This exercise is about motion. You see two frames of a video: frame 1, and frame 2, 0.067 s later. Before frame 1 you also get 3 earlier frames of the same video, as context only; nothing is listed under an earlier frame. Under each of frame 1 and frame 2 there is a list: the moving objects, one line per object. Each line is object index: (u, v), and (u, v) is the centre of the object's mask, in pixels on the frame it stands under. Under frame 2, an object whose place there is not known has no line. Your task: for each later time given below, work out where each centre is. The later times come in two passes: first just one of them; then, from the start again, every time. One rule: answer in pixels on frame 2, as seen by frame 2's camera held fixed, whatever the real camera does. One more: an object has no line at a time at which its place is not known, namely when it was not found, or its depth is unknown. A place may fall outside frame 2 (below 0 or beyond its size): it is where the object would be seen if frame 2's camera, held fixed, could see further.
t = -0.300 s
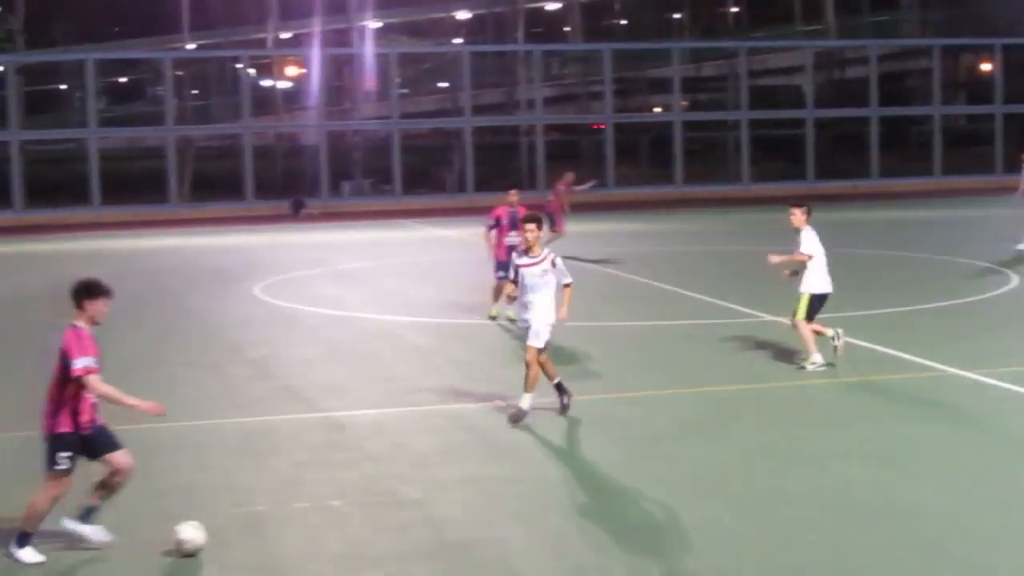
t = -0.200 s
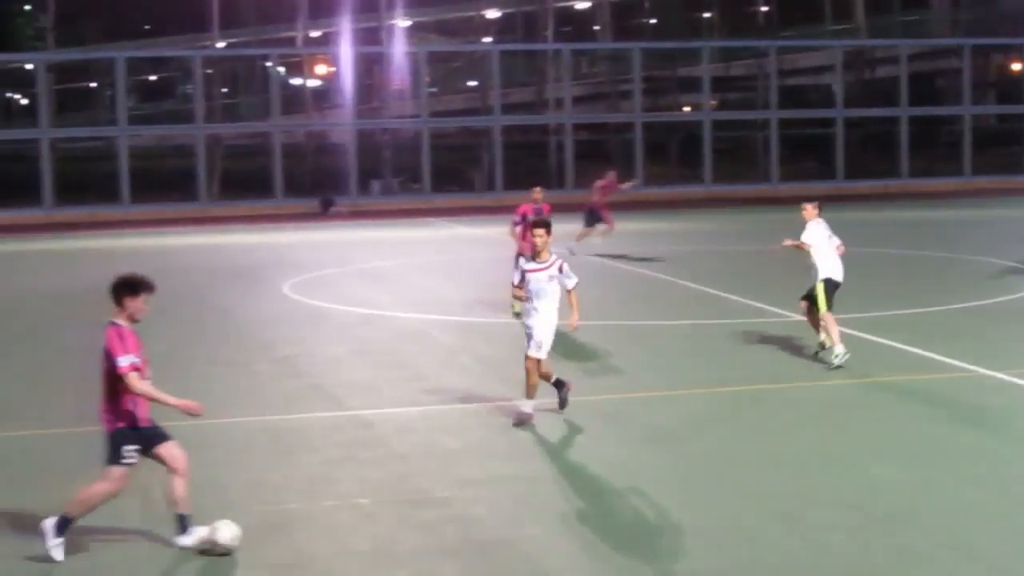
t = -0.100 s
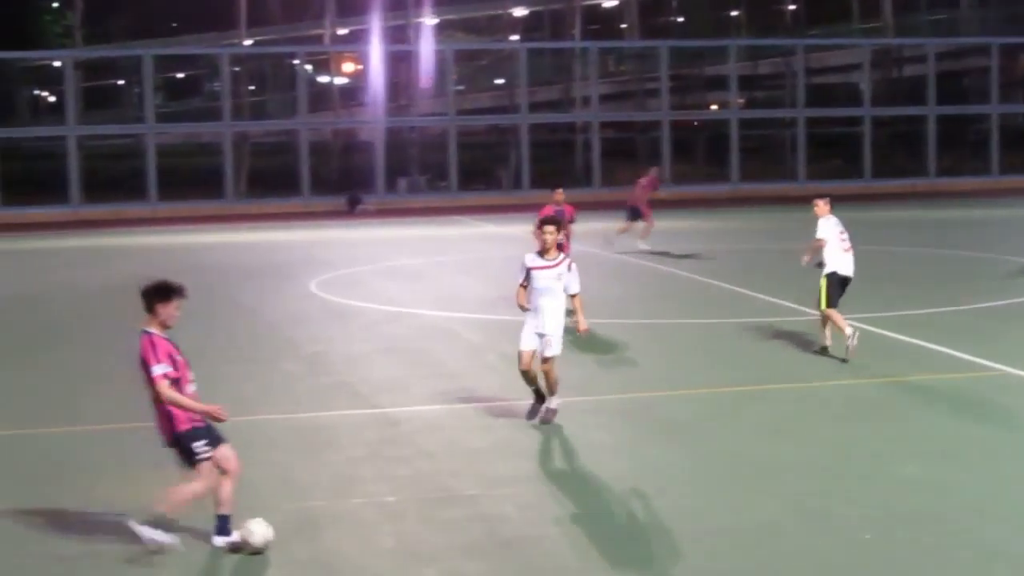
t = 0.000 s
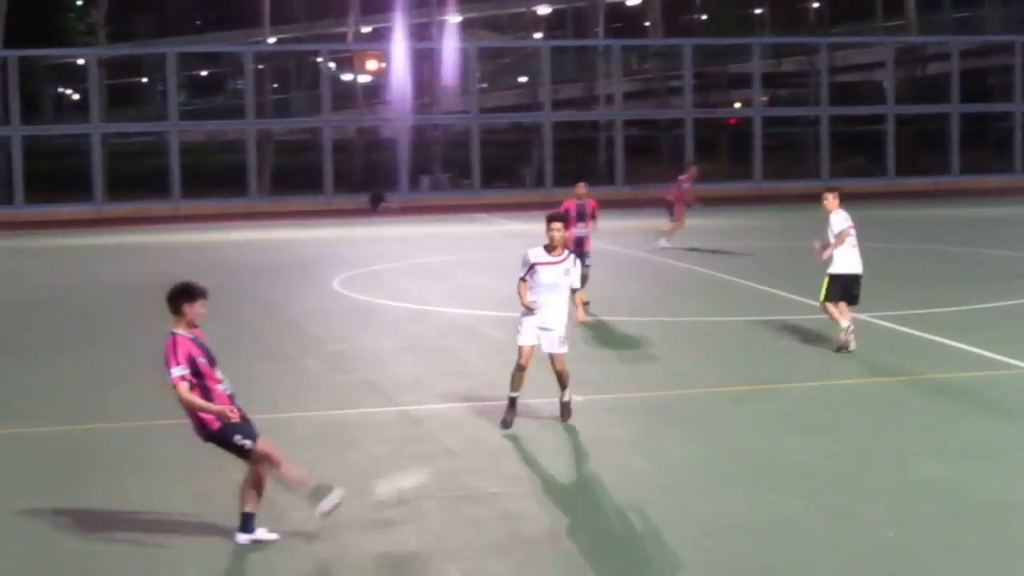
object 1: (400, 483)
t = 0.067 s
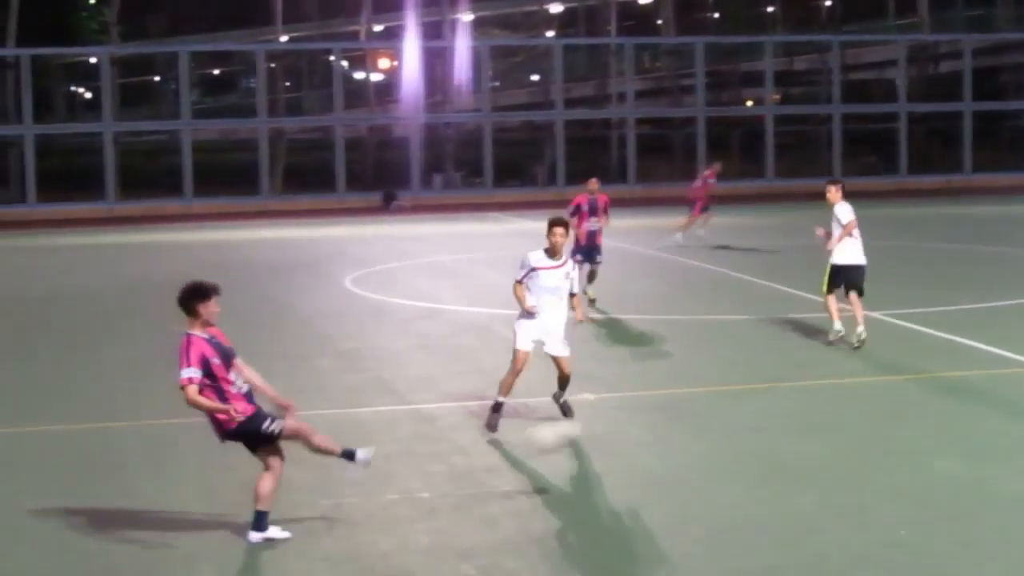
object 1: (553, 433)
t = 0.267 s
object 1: (885, 343)
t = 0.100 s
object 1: (618, 413)
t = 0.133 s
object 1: (681, 394)
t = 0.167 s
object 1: (737, 377)
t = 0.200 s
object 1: (786, 365)
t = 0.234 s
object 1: (836, 354)
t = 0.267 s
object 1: (885, 343)
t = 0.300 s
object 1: (929, 335)
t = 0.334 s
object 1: (971, 331)
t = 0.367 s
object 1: (1013, 326)
